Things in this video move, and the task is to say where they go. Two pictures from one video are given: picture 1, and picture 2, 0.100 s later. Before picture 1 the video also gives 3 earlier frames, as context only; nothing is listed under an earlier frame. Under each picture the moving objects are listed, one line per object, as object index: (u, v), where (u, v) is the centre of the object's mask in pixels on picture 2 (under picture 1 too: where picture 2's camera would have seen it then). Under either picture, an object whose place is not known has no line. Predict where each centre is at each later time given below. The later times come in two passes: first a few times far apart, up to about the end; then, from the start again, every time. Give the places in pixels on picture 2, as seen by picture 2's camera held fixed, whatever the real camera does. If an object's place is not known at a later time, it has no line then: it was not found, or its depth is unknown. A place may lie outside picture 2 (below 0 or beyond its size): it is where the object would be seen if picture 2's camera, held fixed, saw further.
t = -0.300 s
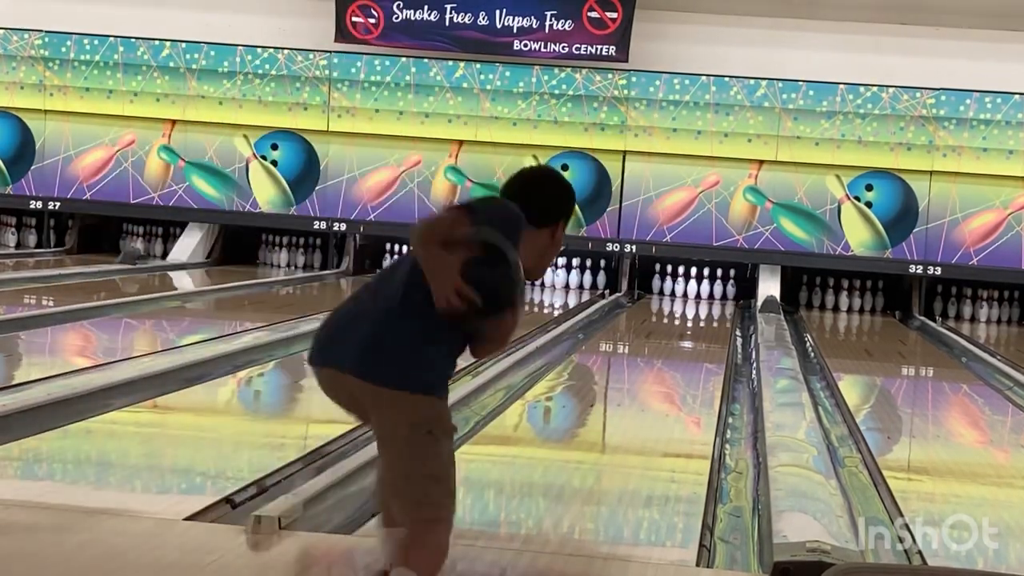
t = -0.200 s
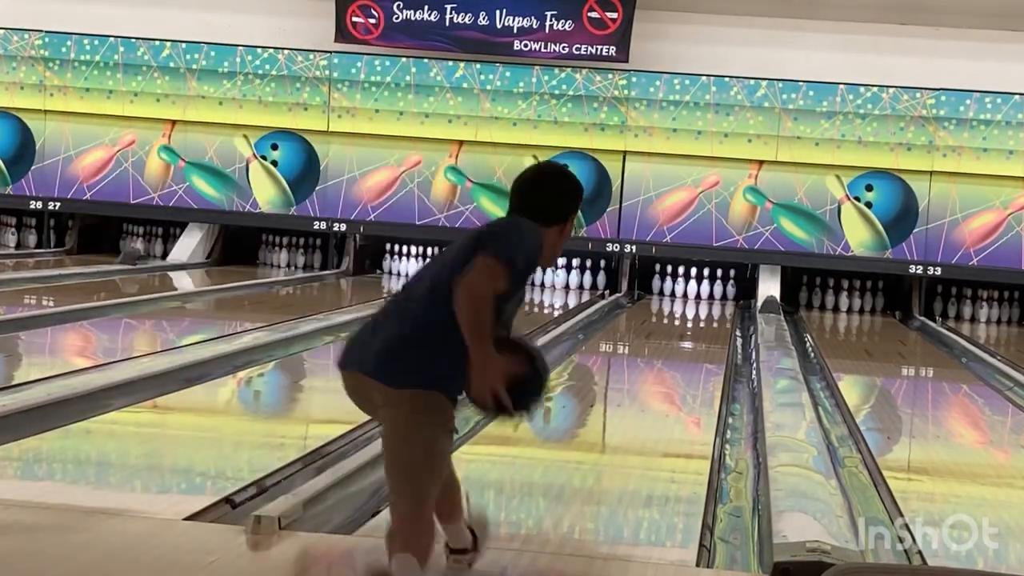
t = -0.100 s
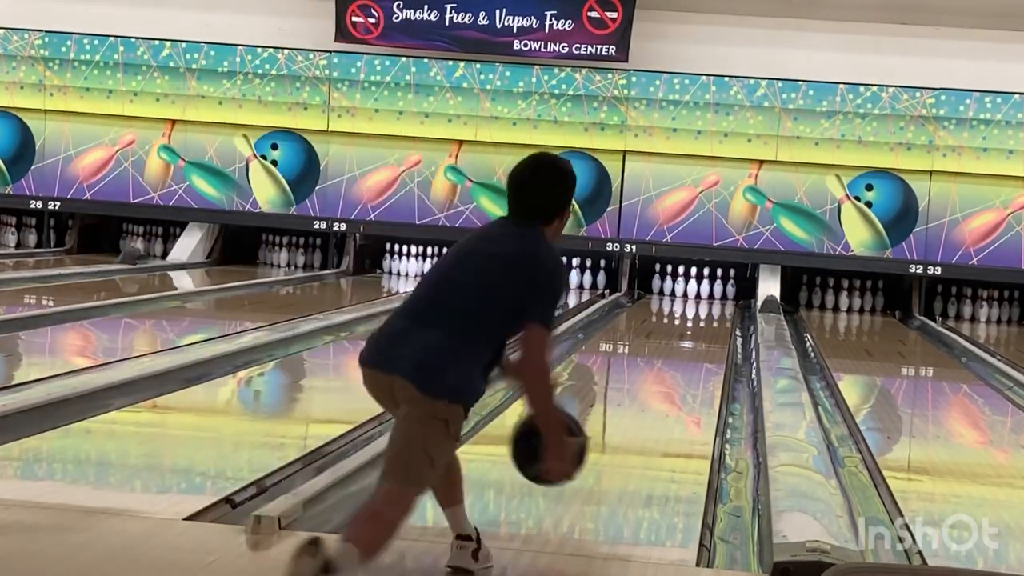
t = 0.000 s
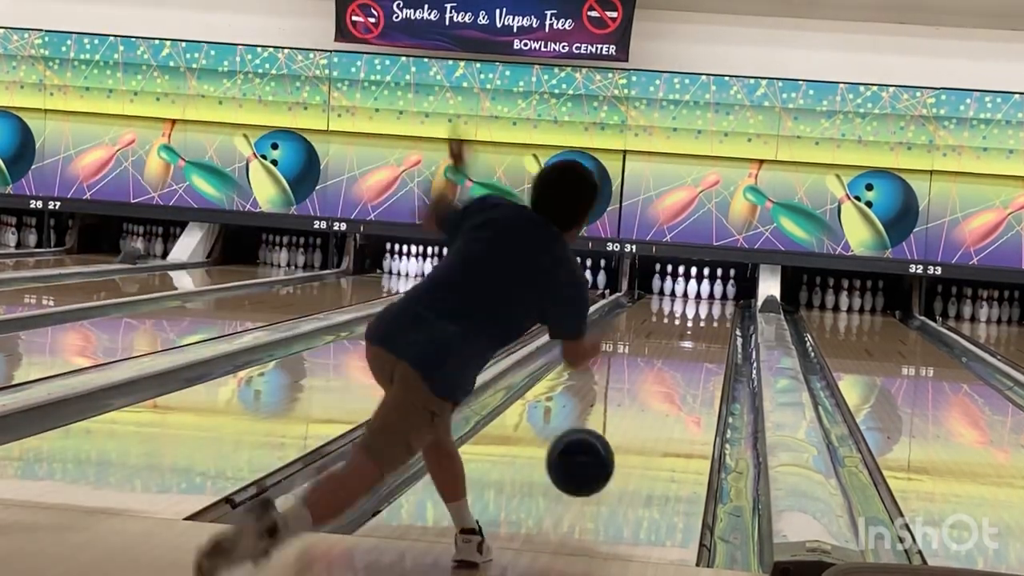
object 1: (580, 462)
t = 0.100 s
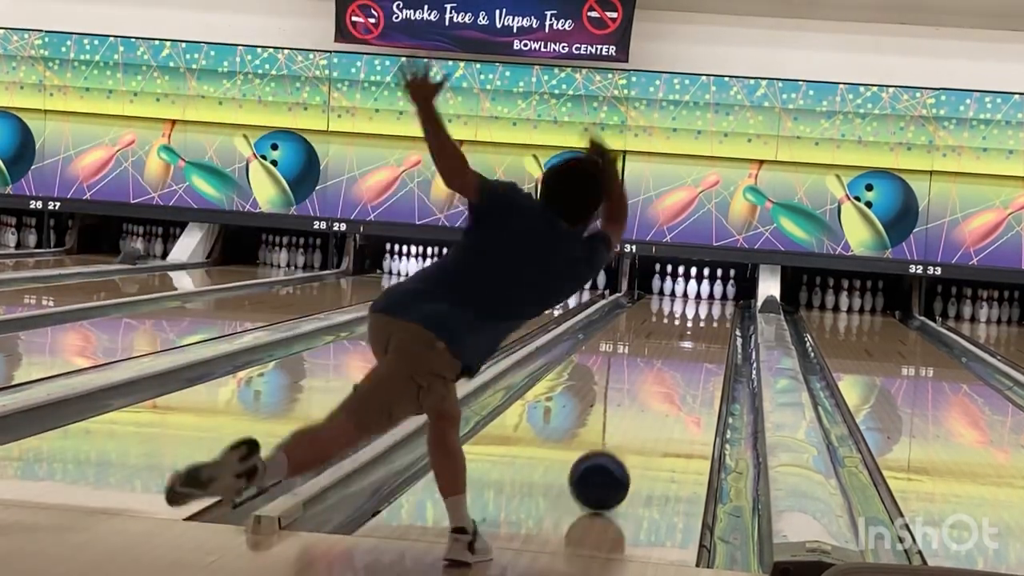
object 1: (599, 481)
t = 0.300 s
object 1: (631, 435)
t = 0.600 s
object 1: (660, 390)
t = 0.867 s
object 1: (677, 362)
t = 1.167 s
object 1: (690, 341)
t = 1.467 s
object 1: (698, 324)
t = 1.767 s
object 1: (703, 311)
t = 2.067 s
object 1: (704, 302)
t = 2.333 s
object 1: (701, 294)
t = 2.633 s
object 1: (700, 289)
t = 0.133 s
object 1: (606, 468)
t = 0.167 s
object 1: (612, 458)
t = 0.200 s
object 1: (617, 452)
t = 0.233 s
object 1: (622, 449)
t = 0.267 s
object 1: (626, 440)
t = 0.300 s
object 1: (631, 435)
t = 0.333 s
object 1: (635, 429)
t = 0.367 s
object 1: (639, 423)
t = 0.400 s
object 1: (642, 418)
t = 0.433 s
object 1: (646, 413)
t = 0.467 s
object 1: (649, 408)
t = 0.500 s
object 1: (653, 403)
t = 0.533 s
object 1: (655, 398)
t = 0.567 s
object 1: (658, 394)
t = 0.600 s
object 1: (660, 390)
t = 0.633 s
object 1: (663, 386)
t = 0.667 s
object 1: (666, 382)
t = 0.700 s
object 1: (668, 378)
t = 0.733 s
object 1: (670, 375)
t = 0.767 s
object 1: (672, 372)
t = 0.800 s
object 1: (674, 369)
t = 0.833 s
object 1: (676, 366)
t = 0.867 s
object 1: (677, 362)
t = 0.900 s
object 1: (679, 359)
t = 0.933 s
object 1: (681, 356)
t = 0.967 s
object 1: (682, 354)
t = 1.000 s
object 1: (684, 352)
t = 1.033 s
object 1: (685, 349)
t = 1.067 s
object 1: (686, 347)
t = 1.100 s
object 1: (687, 344)
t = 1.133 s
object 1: (689, 342)
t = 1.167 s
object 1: (690, 341)
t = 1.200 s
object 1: (691, 338)
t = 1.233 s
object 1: (692, 336)
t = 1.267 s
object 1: (693, 334)
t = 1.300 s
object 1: (694, 332)
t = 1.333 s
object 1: (695, 331)
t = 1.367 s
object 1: (696, 329)
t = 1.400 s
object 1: (696, 327)
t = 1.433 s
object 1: (698, 325)
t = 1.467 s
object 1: (698, 324)
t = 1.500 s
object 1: (699, 322)
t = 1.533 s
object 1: (699, 321)
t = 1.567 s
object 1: (700, 319)
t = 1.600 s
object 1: (701, 318)
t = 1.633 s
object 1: (701, 316)
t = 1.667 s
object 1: (702, 315)
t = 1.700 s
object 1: (702, 314)
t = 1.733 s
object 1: (702, 312)
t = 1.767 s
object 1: (703, 311)
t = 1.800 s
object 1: (703, 310)
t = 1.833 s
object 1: (703, 309)
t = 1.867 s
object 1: (704, 308)
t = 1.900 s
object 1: (704, 306)
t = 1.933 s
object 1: (704, 305)
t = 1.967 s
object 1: (704, 305)
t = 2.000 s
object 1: (704, 304)
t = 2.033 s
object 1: (704, 302)
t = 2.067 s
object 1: (704, 302)
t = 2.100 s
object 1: (703, 300)
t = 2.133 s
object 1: (703, 300)
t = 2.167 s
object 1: (703, 299)
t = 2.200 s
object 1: (703, 298)
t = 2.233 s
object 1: (702, 297)
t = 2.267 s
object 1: (701, 296)
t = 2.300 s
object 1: (701, 295)
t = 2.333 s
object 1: (701, 294)
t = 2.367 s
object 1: (700, 294)
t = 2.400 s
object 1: (699, 293)
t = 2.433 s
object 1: (697, 292)
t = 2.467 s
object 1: (697, 291)
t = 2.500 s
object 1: (698, 291)
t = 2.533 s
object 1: (698, 290)
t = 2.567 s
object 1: (699, 290)
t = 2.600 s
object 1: (699, 290)
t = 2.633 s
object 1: (700, 289)
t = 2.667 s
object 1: (700, 289)
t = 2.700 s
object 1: (701, 289)
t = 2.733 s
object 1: (700, 289)
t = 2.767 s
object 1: (700, 288)
